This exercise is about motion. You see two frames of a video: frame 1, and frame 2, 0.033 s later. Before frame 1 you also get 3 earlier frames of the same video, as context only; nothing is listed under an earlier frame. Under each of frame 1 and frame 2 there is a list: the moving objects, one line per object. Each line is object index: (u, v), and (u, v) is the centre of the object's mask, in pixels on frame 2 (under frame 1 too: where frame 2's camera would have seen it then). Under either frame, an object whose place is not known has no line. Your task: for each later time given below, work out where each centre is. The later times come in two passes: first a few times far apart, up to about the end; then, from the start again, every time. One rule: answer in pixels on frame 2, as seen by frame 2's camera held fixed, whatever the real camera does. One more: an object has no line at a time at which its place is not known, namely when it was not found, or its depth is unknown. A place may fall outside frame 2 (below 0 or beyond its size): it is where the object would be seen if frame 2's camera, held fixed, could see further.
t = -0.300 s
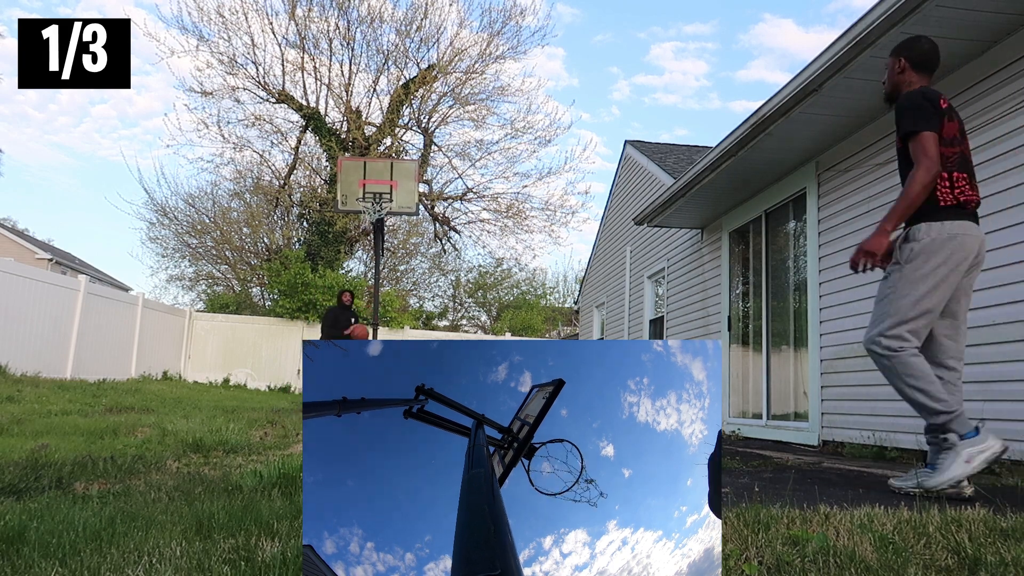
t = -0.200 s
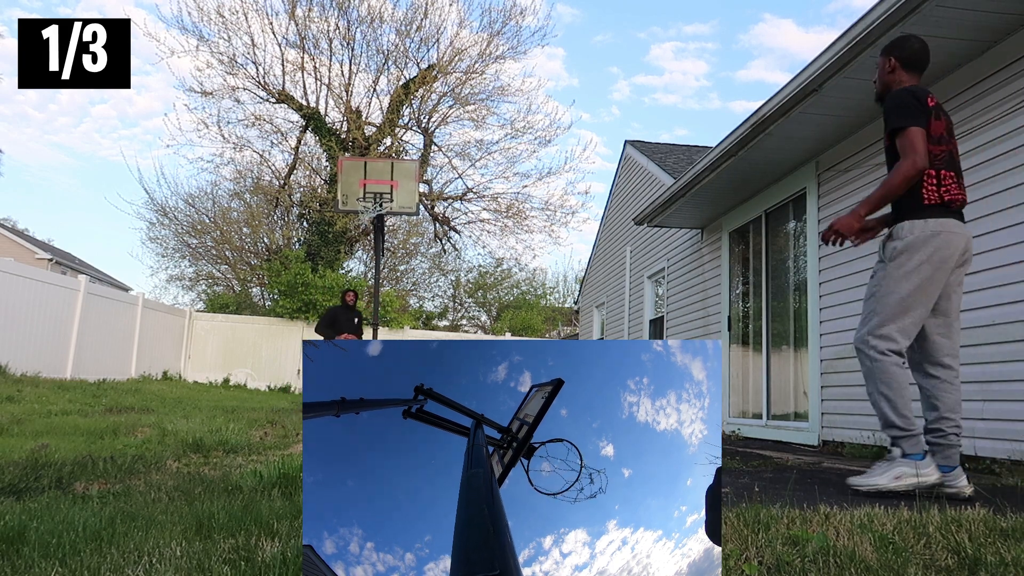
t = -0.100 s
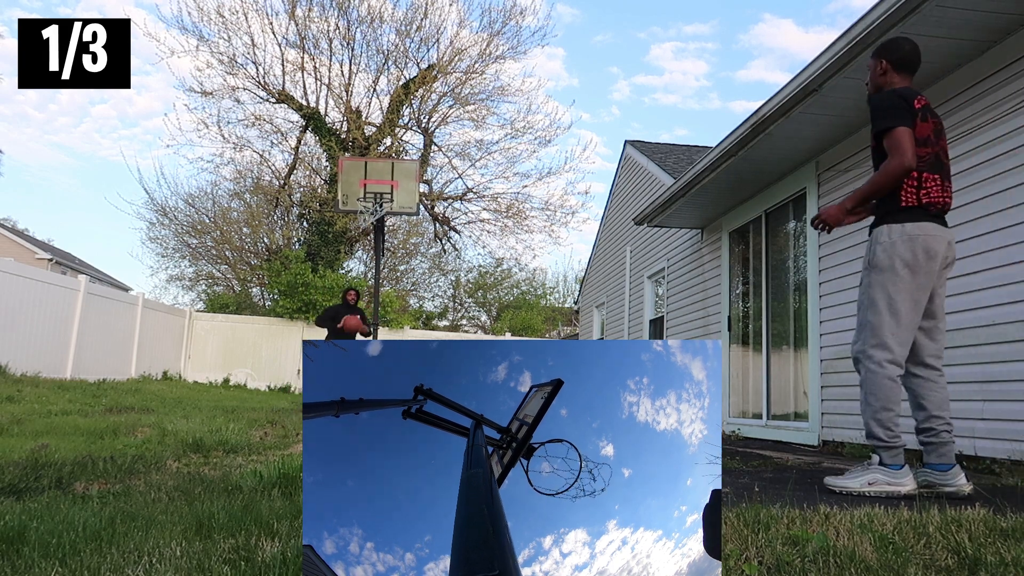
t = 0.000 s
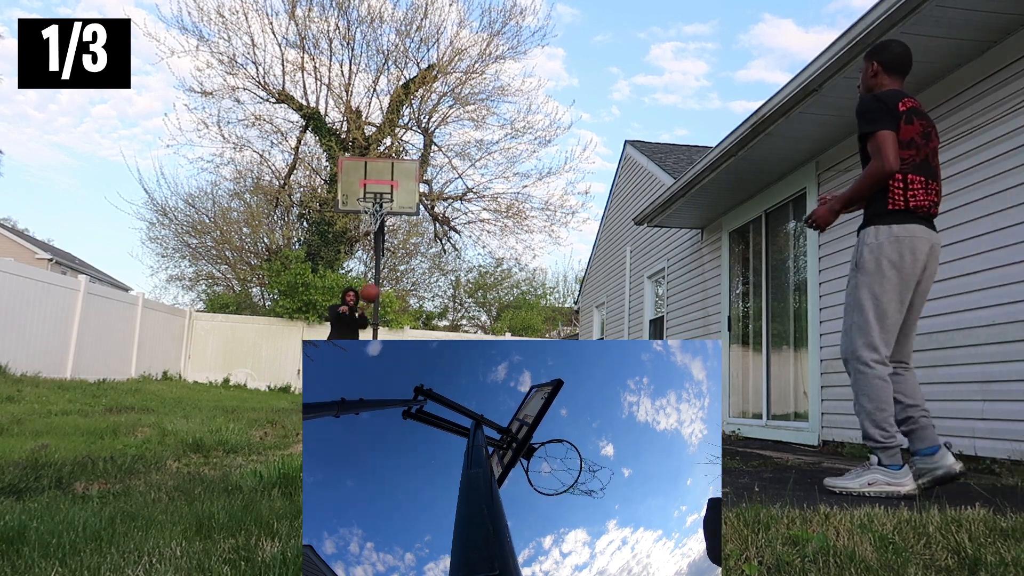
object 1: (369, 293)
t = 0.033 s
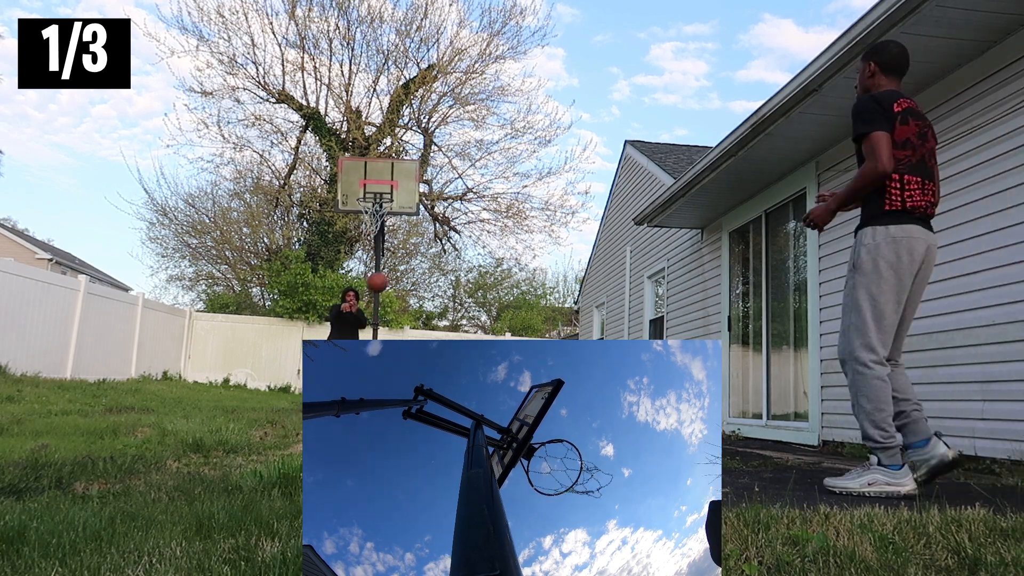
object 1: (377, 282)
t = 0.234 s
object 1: (430, 226)
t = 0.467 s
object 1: (518, 181)
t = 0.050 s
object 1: (381, 278)
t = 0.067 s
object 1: (385, 272)
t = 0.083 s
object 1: (389, 267)
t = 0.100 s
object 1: (393, 262)
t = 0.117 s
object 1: (397, 257)
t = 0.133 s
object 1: (401, 253)
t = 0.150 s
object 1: (406, 248)
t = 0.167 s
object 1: (410, 244)
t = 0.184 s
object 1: (415, 239)
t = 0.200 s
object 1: (419, 235)
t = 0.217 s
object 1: (424, 230)
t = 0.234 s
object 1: (430, 226)
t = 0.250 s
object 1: (434, 222)
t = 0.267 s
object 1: (439, 217)
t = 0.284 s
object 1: (444, 214)
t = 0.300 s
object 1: (451, 210)
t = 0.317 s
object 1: (456, 207)
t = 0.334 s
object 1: (463, 203)
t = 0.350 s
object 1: (469, 200)
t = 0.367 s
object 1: (474, 197)
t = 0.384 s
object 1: (481, 194)
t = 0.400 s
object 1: (488, 191)
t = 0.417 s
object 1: (495, 188)
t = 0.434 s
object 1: (502, 185)
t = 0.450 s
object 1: (510, 183)
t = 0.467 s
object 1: (518, 181)
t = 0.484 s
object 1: (527, 179)
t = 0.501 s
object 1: (535, 177)
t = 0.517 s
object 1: (544, 176)
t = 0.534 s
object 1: (554, 175)
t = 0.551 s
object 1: (564, 174)
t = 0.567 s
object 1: (574, 173)
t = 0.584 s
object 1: (585, 174)
